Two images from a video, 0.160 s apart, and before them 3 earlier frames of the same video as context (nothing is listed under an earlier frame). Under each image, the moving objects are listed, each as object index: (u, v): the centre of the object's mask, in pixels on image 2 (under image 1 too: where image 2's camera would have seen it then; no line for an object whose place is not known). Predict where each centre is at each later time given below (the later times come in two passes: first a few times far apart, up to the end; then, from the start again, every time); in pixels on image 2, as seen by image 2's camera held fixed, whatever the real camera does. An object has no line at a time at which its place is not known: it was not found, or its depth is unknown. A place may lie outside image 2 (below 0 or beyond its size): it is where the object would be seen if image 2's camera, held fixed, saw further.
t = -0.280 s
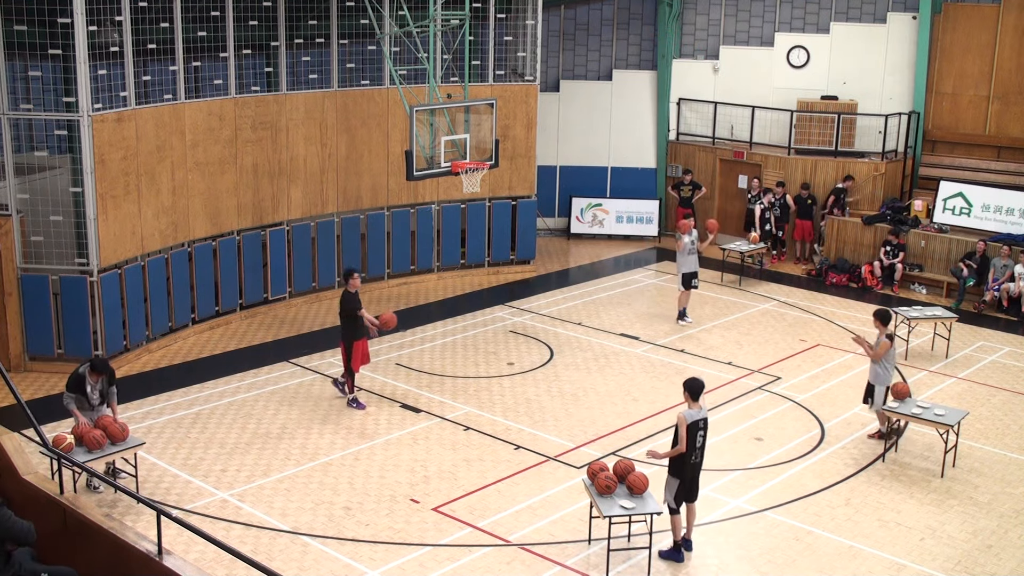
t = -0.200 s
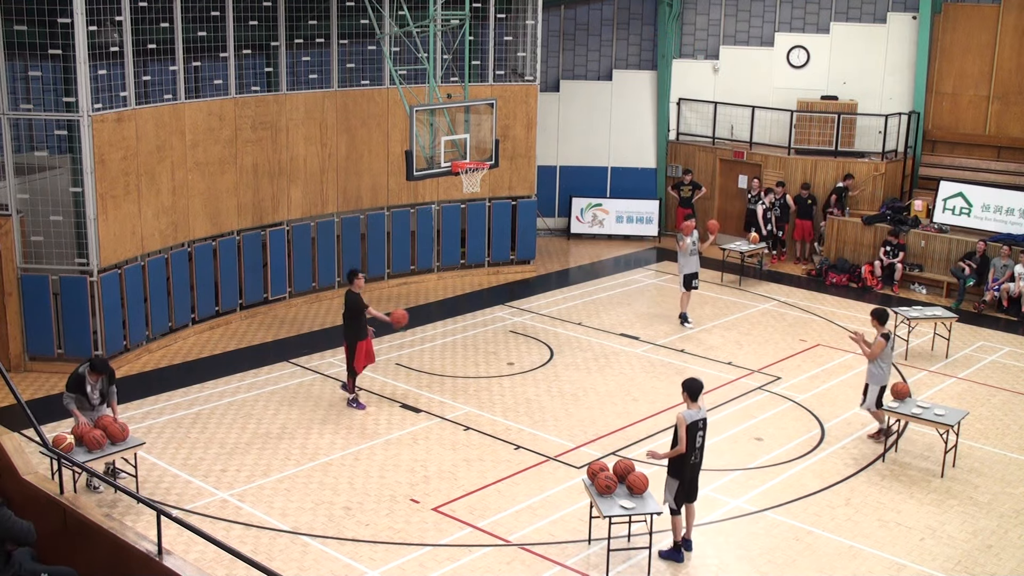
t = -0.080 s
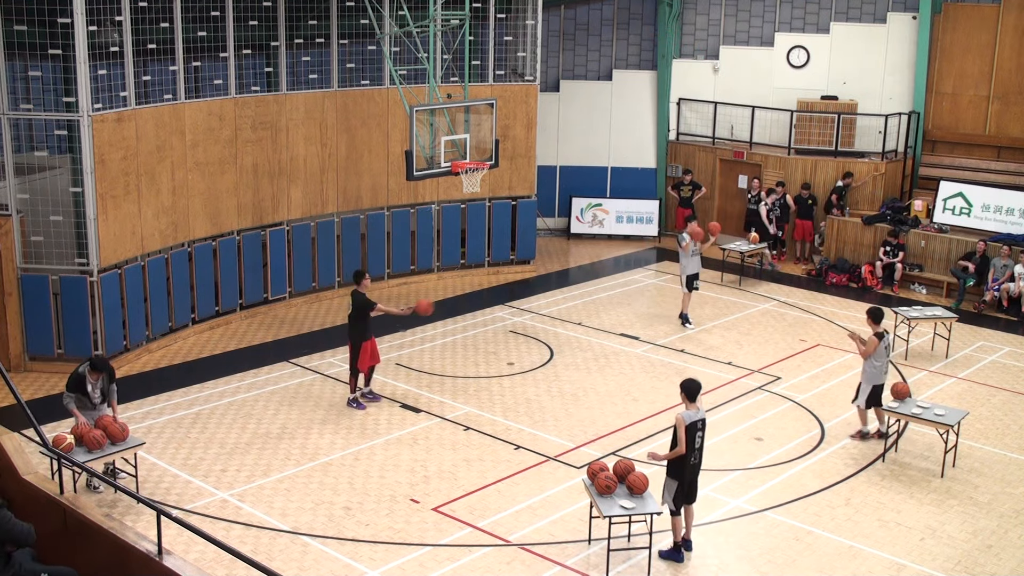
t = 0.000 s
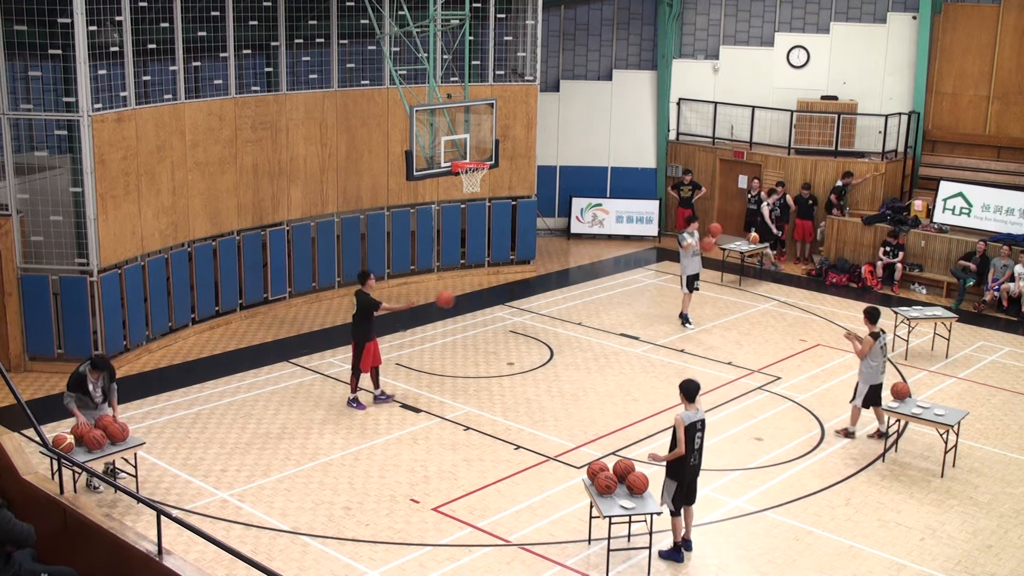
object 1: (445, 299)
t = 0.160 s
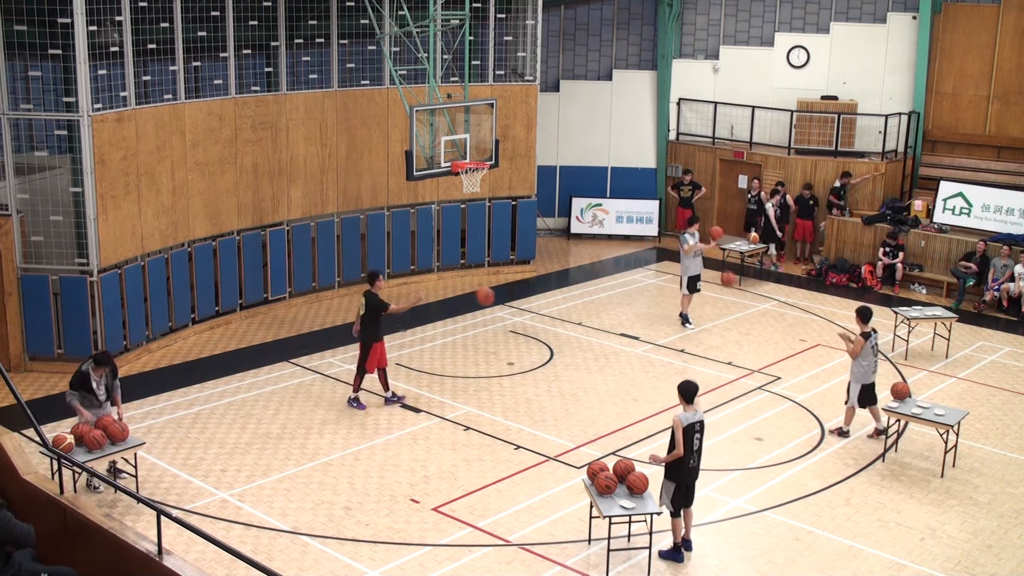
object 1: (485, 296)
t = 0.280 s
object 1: (514, 306)
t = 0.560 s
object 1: (579, 369)
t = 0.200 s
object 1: (495, 298)
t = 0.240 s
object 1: (504, 301)
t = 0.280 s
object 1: (514, 306)
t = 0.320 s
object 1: (524, 312)
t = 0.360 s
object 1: (533, 319)
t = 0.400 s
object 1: (543, 327)
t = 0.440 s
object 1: (552, 336)
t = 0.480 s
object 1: (561, 346)
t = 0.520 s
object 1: (570, 357)
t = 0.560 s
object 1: (579, 369)
